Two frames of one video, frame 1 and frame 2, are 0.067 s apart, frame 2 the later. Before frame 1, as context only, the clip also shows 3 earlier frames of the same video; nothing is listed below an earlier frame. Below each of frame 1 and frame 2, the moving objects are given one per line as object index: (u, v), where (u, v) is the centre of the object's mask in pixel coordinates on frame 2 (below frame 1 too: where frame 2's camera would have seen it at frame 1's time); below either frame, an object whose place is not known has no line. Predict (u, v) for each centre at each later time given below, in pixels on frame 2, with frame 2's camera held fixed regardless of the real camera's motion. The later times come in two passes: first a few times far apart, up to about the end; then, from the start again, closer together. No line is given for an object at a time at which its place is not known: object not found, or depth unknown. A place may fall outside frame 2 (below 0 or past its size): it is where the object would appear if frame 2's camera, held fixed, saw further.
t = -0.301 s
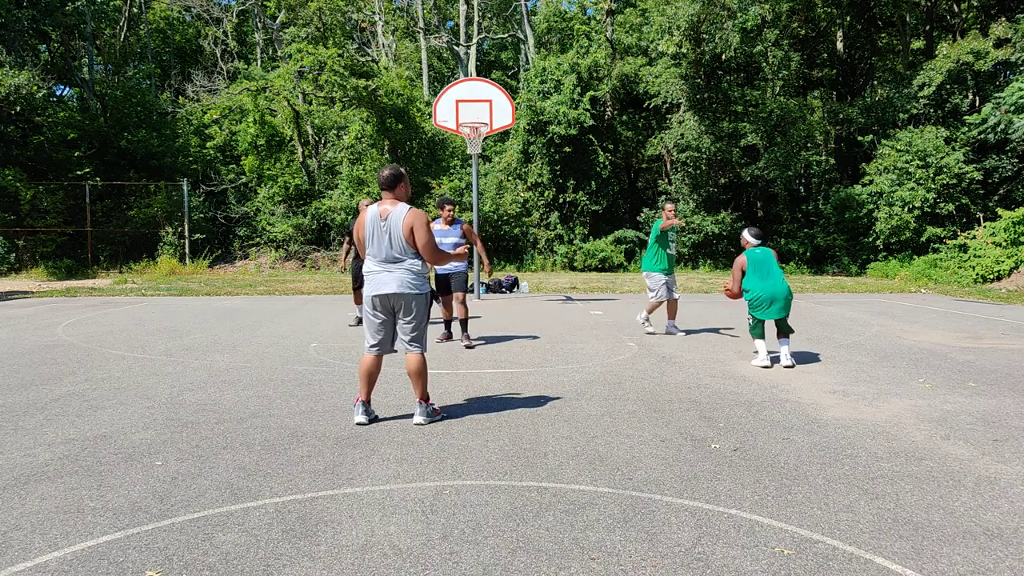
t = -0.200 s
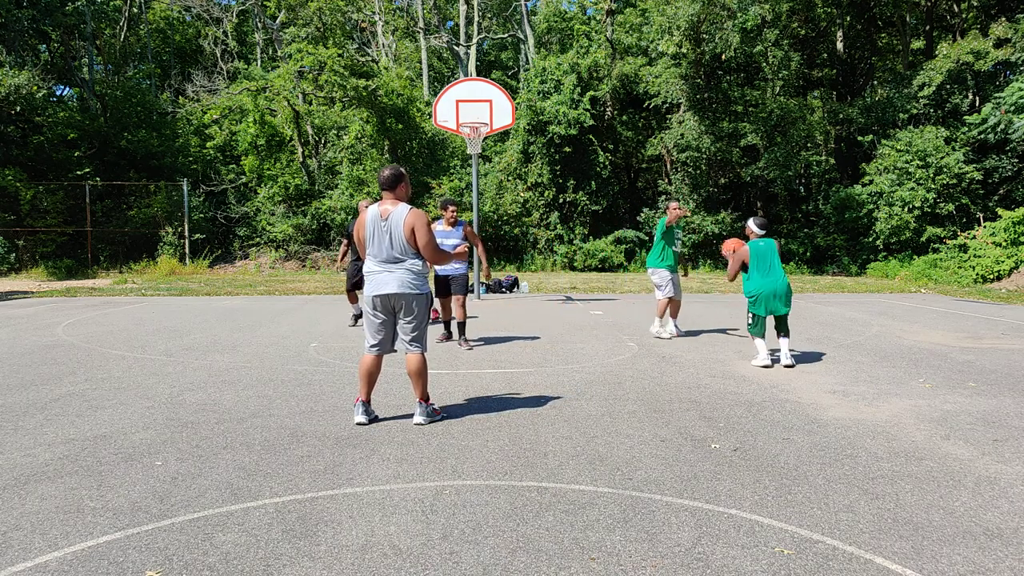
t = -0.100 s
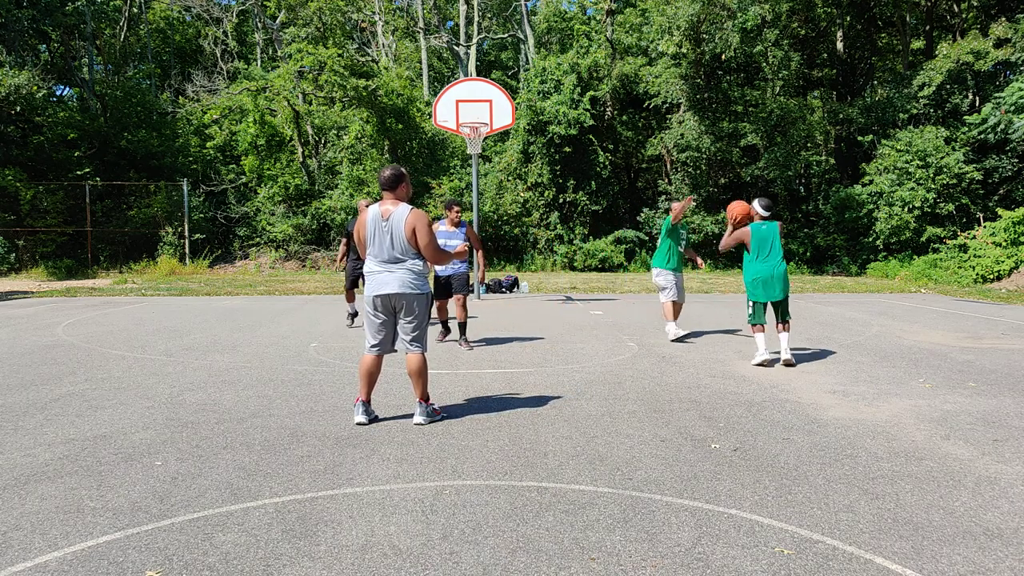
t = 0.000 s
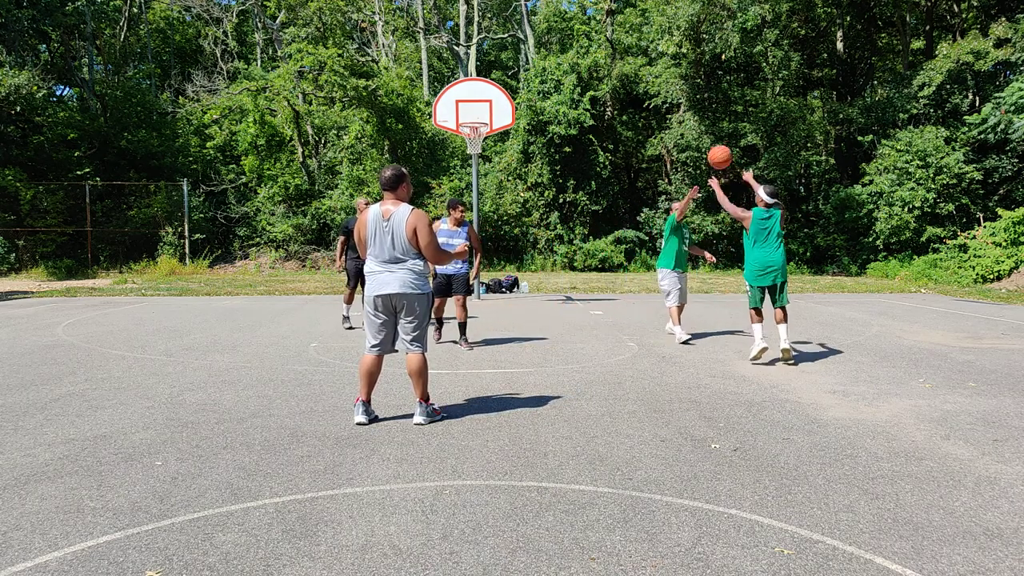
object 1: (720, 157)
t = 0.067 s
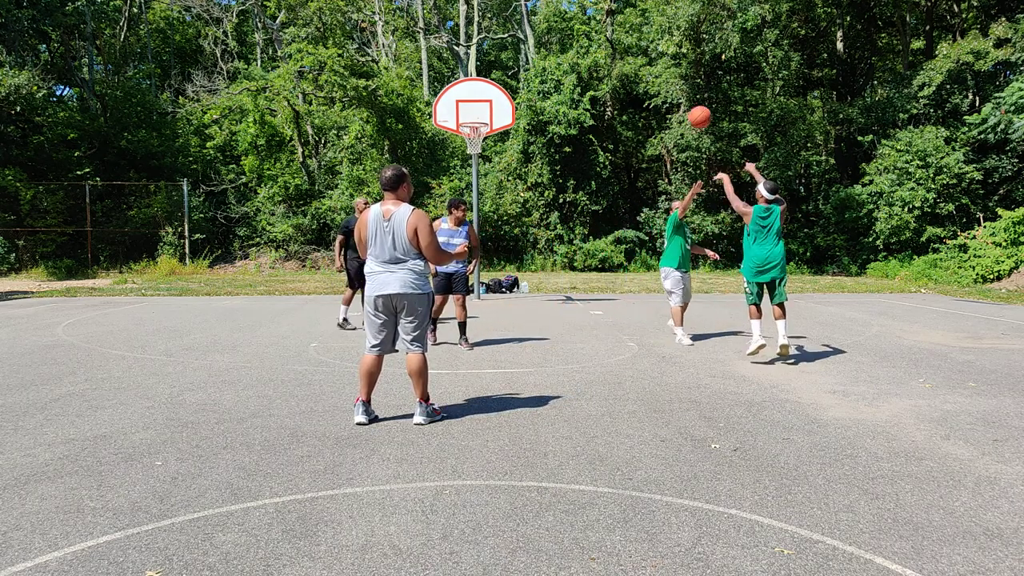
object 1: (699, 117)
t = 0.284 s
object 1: (642, 28)
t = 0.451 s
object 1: (604, 2)
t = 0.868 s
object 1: (530, 7)
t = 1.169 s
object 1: (493, 81)
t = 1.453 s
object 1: (436, 103)
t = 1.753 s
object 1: (356, 116)
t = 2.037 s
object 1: (277, 185)
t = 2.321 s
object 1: (198, 311)
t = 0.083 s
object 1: (695, 109)
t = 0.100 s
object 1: (690, 100)
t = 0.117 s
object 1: (685, 91)
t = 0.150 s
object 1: (676, 76)
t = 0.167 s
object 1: (671, 69)
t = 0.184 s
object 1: (667, 62)
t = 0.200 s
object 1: (663, 56)
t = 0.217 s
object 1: (658, 50)
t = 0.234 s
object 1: (654, 44)
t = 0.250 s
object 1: (650, 38)
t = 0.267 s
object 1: (646, 33)
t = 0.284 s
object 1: (642, 28)
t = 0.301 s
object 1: (638, 23)
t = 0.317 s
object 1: (634, 19)
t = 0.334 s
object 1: (630, 15)
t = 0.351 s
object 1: (626, 10)
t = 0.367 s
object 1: (622, 8)
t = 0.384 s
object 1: (618, 6)
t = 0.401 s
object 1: (614, 6)
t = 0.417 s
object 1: (610, 4)
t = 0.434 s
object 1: (607, 3)
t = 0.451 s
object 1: (604, 2)
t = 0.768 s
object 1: (544, 1)
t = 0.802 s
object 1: (540, 3)
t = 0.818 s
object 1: (538, 4)
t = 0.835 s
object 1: (536, 5)
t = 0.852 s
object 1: (533, 6)
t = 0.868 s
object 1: (530, 7)
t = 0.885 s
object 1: (528, 10)
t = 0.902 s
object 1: (526, 13)
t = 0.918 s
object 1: (524, 16)
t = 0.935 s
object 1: (521, 20)
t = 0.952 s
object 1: (519, 23)
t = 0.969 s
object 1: (517, 27)
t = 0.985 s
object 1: (514, 30)
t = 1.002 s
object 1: (512, 34)
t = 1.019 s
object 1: (510, 39)
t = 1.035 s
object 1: (508, 43)
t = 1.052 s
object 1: (506, 47)
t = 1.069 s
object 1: (504, 52)
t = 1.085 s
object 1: (502, 57)
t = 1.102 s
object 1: (500, 62)
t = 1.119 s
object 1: (498, 67)
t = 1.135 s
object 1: (496, 71)
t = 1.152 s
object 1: (495, 76)
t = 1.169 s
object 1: (493, 81)
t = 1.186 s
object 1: (491, 87)
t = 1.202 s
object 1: (489, 93)
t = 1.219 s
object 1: (487, 98)
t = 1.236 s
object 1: (486, 104)
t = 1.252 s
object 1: (484, 110)
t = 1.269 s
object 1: (482, 115)
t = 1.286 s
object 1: (480, 120)
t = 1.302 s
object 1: (476, 117)
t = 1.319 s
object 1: (472, 115)
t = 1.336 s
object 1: (468, 114)
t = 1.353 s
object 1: (463, 112)
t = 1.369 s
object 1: (459, 110)
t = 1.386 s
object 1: (455, 108)
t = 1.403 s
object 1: (450, 107)
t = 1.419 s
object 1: (446, 106)
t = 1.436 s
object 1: (441, 105)
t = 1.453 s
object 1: (436, 103)
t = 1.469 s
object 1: (432, 102)
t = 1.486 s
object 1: (428, 102)
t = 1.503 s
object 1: (423, 101)
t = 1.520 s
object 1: (419, 102)
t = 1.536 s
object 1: (414, 101)
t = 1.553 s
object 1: (410, 101)
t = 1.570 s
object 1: (405, 102)
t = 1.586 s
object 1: (401, 102)
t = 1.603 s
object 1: (397, 103)
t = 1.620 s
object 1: (393, 104)
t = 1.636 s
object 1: (388, 105)
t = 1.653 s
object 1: (383, 106)
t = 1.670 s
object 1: (379, 107)
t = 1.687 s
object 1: (374, 109)
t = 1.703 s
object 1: (369, 110)
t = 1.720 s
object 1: (365, 112)
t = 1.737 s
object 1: (361, 114)
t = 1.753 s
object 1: (356, 116)
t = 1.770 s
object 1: (351, 119)
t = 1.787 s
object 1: (347, 122)
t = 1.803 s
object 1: (342, 125)
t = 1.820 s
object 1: (337, 128)
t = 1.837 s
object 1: (332, 131)
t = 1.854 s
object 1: (328, 134)
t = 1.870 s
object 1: (323, 139)
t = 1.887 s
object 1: (319, 142)
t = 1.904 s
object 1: (314, 146)
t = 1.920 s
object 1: (310, 150)
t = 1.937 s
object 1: (305, 155)
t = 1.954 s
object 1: (300, 159)
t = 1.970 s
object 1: (295, 164)
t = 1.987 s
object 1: (291, 169)
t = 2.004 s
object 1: (286, 174)
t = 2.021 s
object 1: (281, 180)
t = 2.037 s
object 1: (277, 185)
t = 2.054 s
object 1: (272, 191)
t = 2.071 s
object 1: (267, 197)
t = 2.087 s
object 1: (262, 203)
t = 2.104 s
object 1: (258, 209)
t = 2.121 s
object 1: (253, 216)
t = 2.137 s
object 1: (248, 223)
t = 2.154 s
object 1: (244, 230)
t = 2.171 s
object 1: (239, 237)
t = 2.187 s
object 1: (235, 245)
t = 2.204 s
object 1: (230, 252)
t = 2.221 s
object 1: (225, 260)
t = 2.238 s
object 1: (221, 268)
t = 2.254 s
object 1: (216, 276)
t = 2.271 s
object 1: (211, 285)
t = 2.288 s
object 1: (207, 293)
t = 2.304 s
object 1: (202, 302)
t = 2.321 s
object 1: (198, 311)
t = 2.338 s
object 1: (194, 311)
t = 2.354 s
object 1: (190, 303)
